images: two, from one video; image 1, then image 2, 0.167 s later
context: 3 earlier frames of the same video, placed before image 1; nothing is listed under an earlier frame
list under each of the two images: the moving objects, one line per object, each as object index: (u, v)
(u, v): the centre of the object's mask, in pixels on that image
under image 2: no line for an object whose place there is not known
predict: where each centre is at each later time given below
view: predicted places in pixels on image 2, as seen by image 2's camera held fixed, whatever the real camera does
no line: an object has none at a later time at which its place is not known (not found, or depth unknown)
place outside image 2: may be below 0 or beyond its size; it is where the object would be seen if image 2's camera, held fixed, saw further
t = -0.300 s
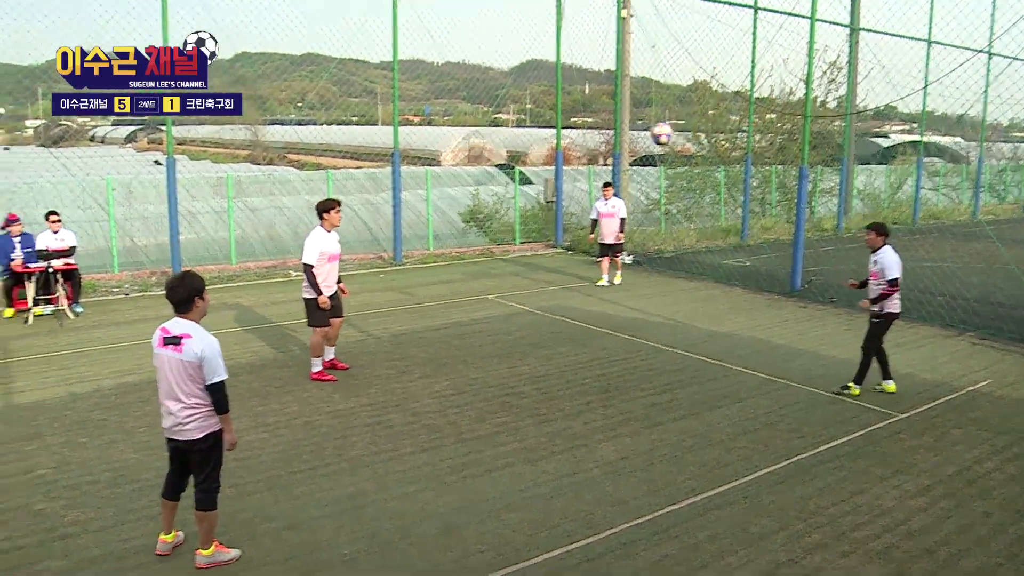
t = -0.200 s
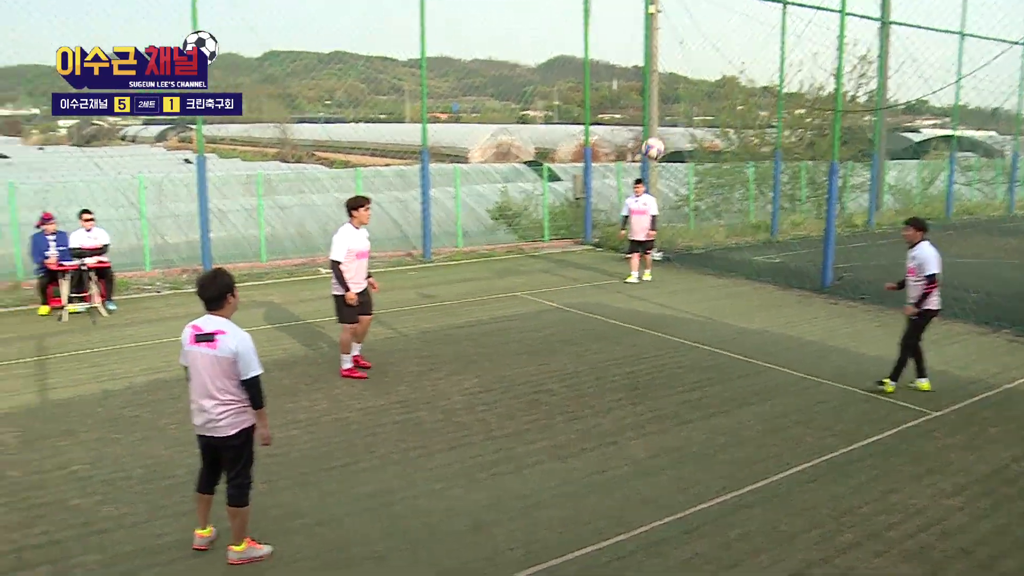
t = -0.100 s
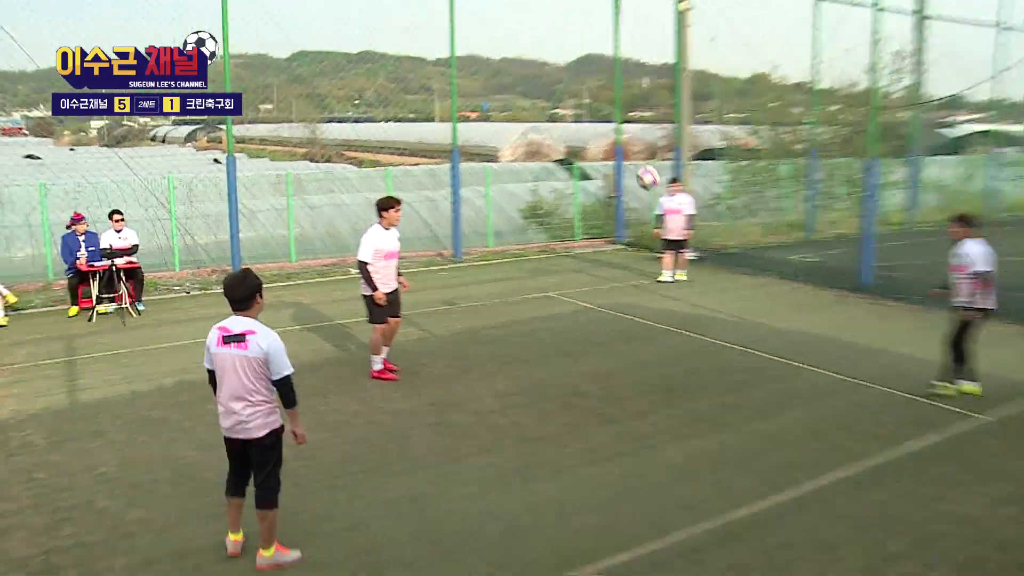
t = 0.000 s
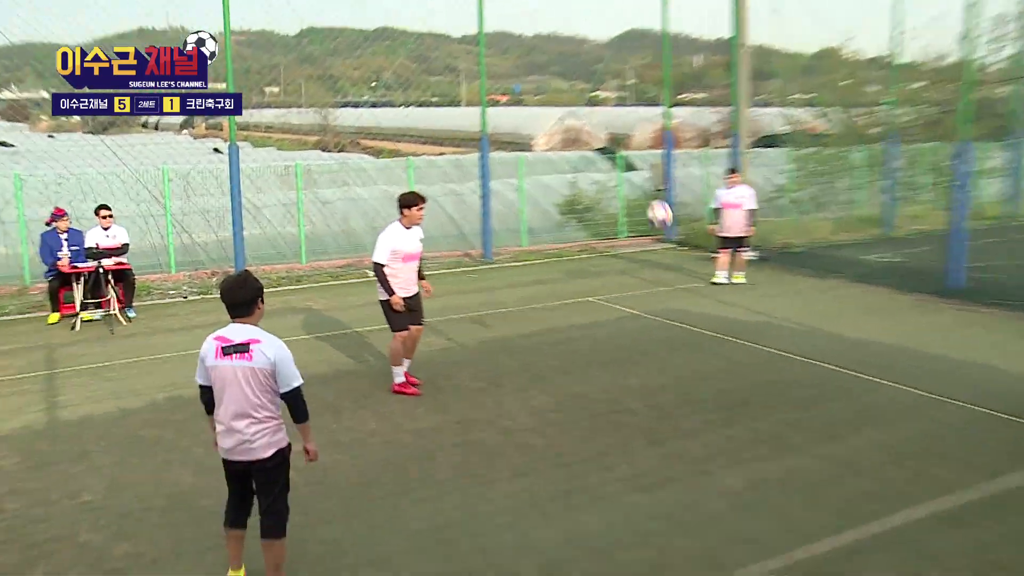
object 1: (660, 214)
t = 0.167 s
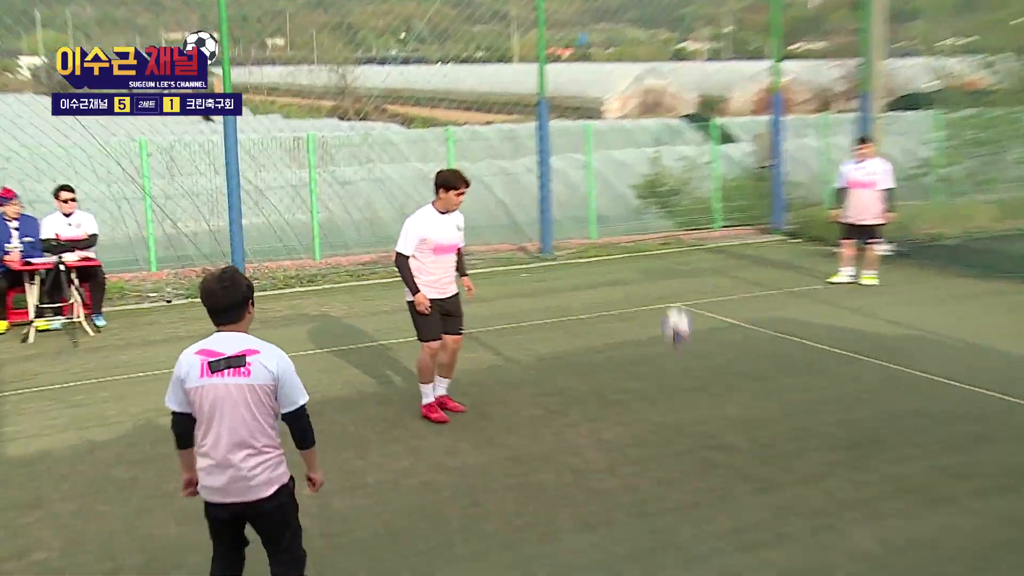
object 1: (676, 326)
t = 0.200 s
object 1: (660, 356)
